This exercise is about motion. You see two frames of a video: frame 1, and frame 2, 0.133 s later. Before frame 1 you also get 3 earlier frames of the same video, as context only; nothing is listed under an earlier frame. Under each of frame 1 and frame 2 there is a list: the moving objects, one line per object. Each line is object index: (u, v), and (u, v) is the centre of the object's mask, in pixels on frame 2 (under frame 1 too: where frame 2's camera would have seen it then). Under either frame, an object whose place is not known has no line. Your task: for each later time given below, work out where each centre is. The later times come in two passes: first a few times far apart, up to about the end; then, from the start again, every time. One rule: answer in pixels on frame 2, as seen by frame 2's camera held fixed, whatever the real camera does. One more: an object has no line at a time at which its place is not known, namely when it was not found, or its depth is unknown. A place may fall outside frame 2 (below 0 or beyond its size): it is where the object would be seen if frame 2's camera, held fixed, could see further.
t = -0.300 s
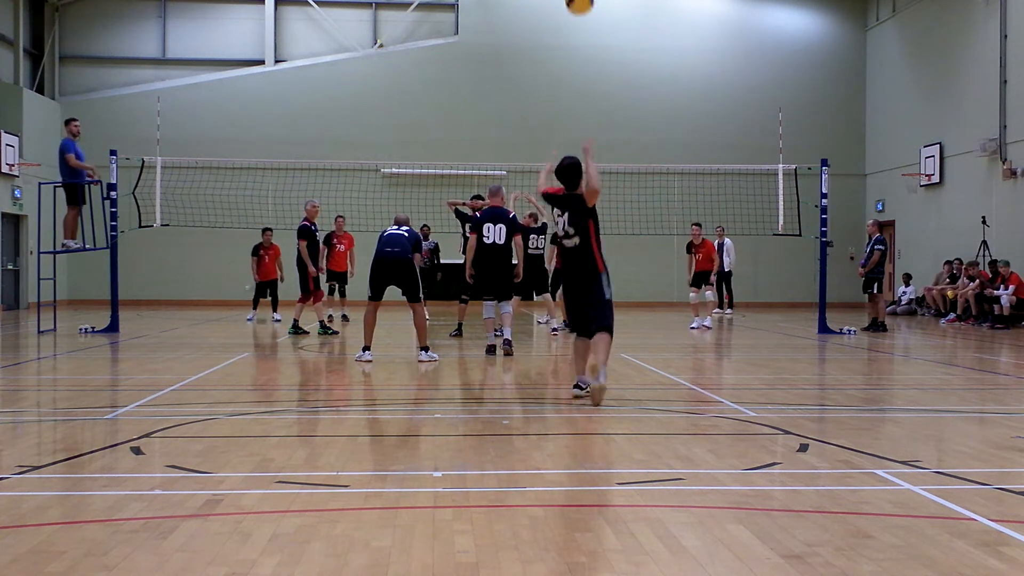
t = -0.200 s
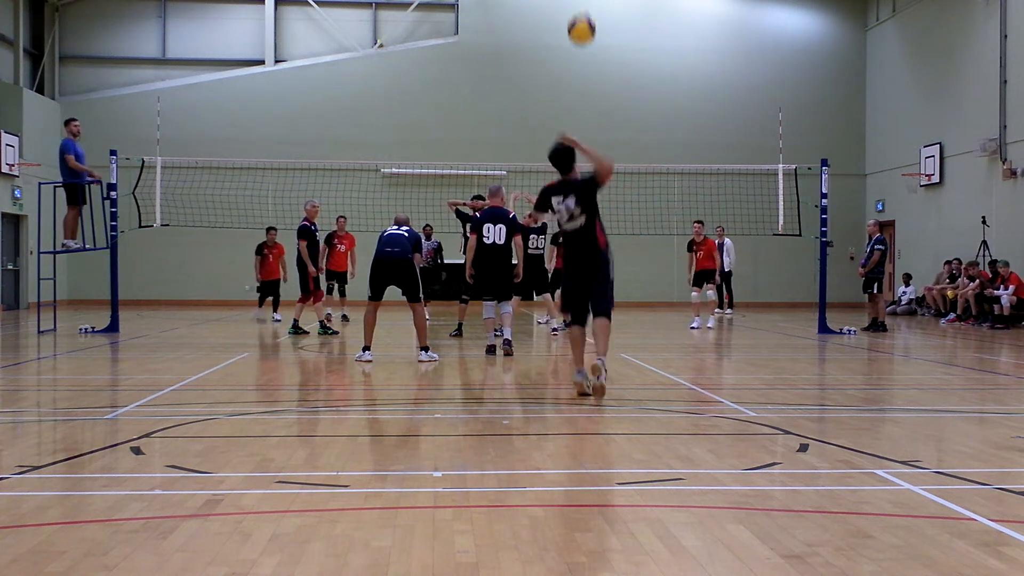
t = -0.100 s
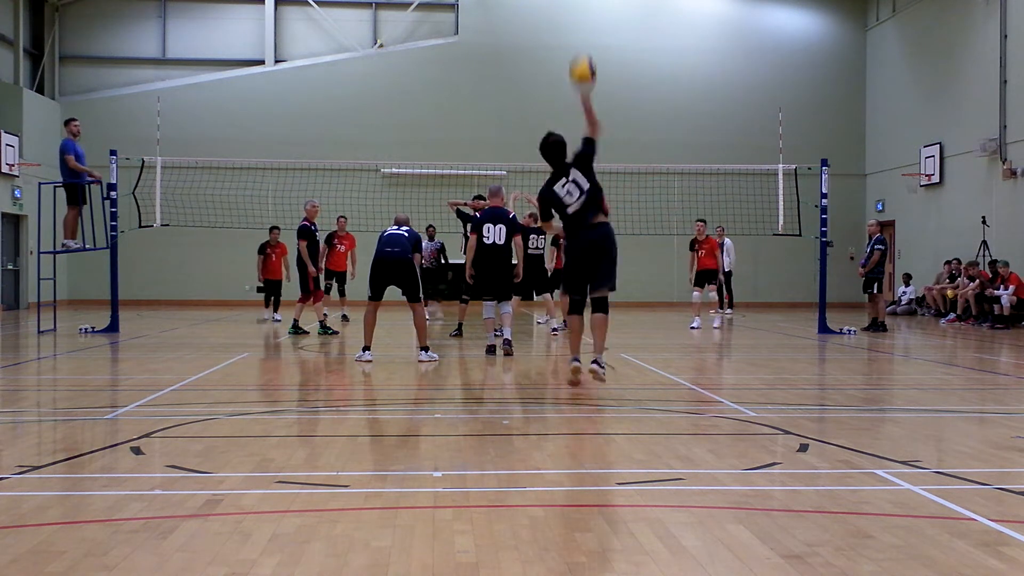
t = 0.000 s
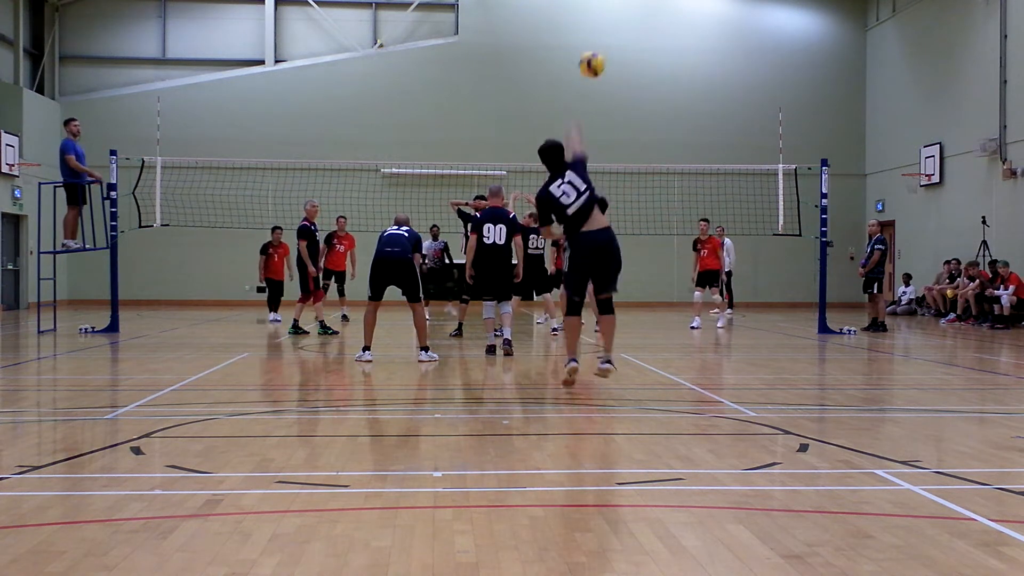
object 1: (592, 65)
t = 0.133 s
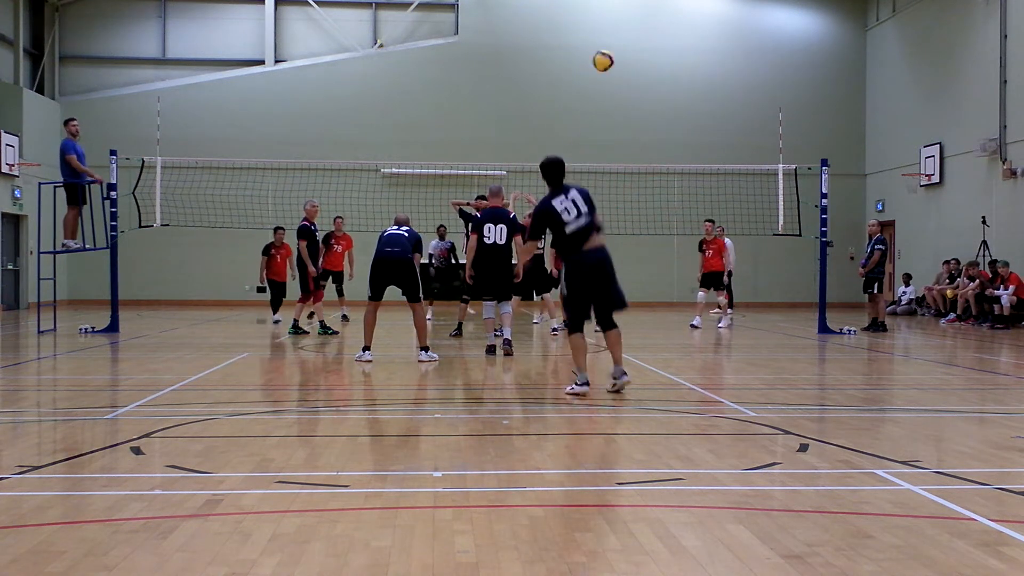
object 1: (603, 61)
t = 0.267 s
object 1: (615, 74)
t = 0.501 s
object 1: (628, 120)
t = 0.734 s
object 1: (642, 181)
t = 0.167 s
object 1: (606, 63)
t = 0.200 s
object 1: (609, 66)
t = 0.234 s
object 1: (612, 69)
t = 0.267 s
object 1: (615, 74)
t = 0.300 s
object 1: (618, 78)
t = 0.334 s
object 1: (620, 84)
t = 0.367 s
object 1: (622, 90)
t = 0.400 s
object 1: (623, 97)
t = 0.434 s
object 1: (625, 105)
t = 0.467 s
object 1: (626, 112)
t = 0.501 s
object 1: (628, 120)
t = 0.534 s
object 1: (630, 127)
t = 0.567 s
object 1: (633, 136)
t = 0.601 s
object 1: (633, 144)
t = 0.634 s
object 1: (637, 153)
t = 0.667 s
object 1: (639, 161)
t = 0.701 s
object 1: (640, 173)
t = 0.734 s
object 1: (642, 181)
